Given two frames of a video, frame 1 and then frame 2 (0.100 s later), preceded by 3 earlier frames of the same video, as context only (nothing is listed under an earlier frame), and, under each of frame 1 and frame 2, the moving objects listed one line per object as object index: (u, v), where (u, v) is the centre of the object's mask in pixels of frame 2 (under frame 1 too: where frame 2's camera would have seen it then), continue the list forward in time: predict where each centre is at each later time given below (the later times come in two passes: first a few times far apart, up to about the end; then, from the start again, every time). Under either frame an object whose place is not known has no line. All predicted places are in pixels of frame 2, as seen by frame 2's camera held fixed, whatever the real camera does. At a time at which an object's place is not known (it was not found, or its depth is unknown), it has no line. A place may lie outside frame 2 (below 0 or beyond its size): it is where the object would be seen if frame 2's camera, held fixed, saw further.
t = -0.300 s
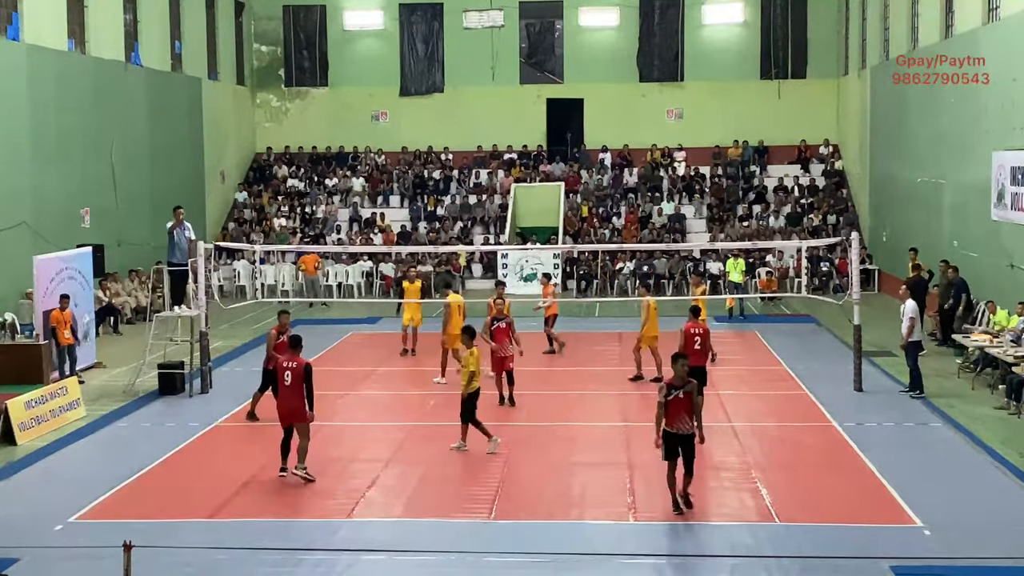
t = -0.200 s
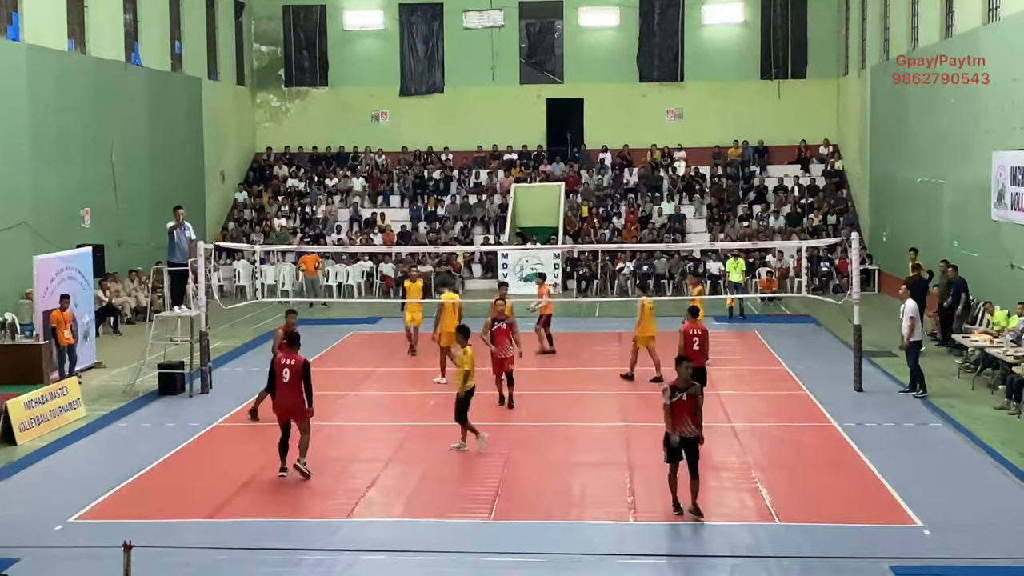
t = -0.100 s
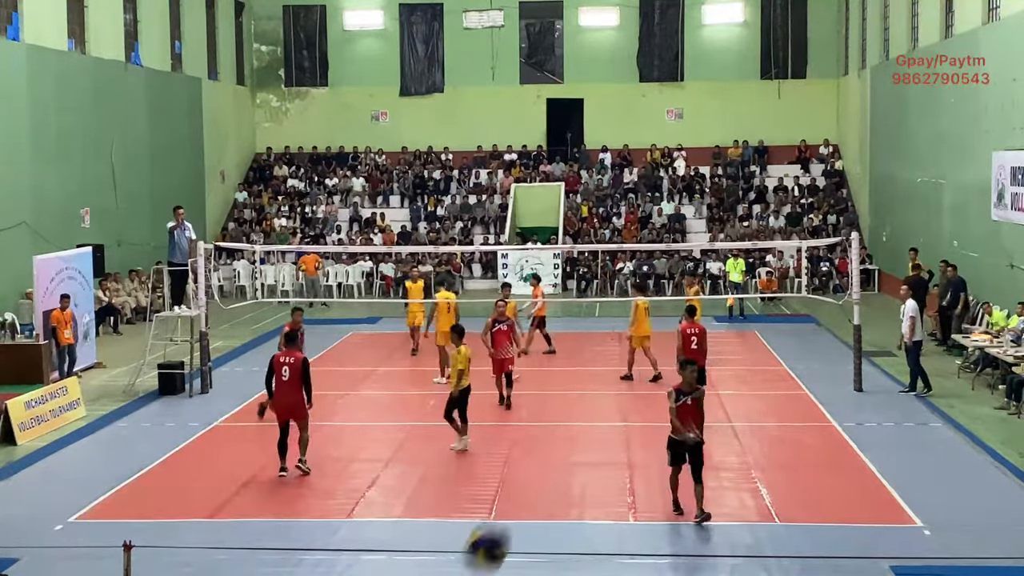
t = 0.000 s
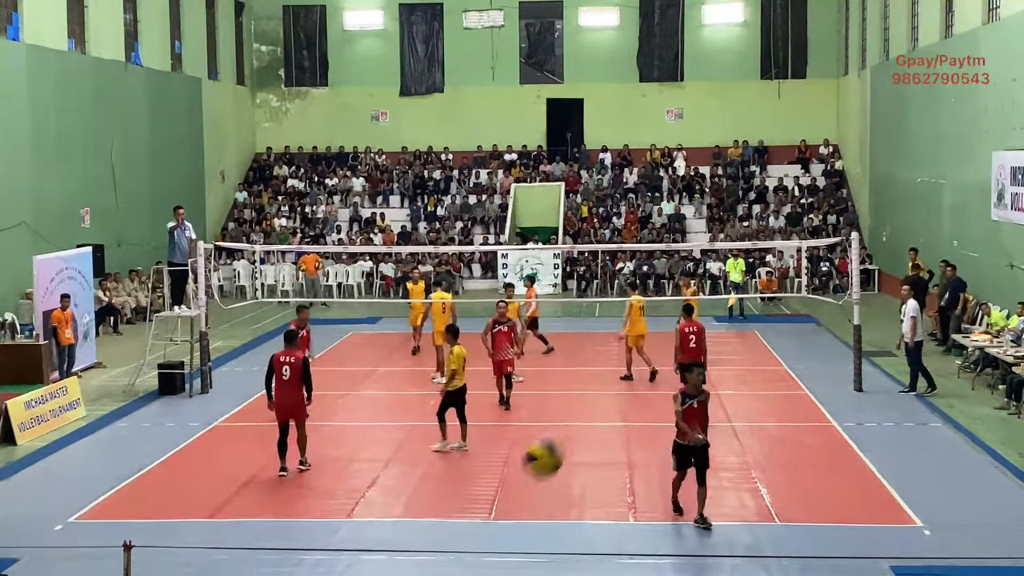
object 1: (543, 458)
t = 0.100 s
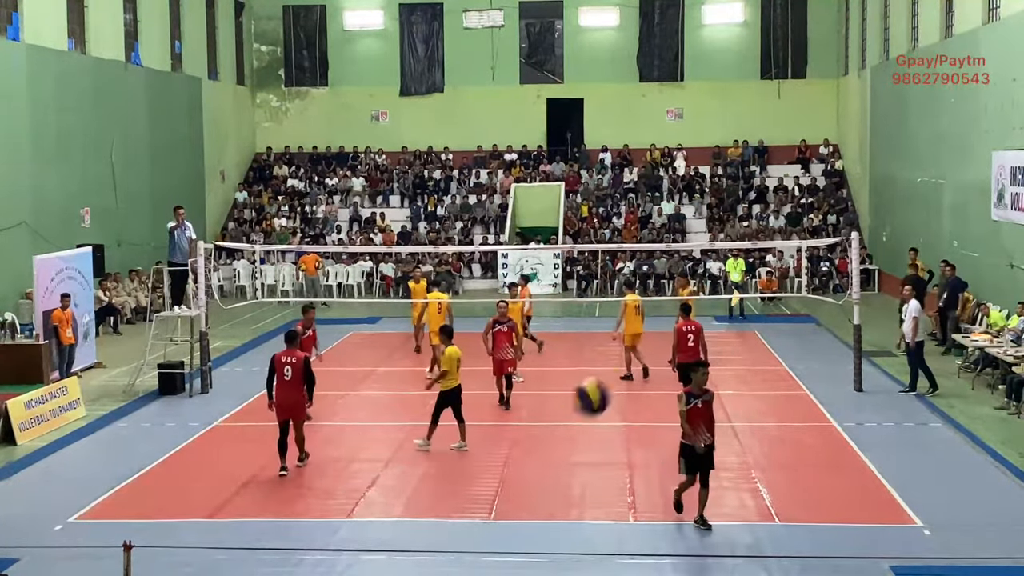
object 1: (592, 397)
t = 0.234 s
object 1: (645, 353)
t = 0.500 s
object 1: (727, 347)
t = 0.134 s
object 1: (606, 383)
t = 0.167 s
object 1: (619, 369)
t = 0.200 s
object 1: (633, 362)
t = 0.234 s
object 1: (645, 353)
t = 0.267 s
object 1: (658, 346)
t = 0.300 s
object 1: (669, 343)
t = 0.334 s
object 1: (680, 340)
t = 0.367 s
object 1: (690, 339)
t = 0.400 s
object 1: (701, 338)
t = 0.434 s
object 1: (710, 340)
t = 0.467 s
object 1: (720, 343)
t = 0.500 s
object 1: (727, 347)
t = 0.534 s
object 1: (736, 353)
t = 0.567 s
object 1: (744, 360)
